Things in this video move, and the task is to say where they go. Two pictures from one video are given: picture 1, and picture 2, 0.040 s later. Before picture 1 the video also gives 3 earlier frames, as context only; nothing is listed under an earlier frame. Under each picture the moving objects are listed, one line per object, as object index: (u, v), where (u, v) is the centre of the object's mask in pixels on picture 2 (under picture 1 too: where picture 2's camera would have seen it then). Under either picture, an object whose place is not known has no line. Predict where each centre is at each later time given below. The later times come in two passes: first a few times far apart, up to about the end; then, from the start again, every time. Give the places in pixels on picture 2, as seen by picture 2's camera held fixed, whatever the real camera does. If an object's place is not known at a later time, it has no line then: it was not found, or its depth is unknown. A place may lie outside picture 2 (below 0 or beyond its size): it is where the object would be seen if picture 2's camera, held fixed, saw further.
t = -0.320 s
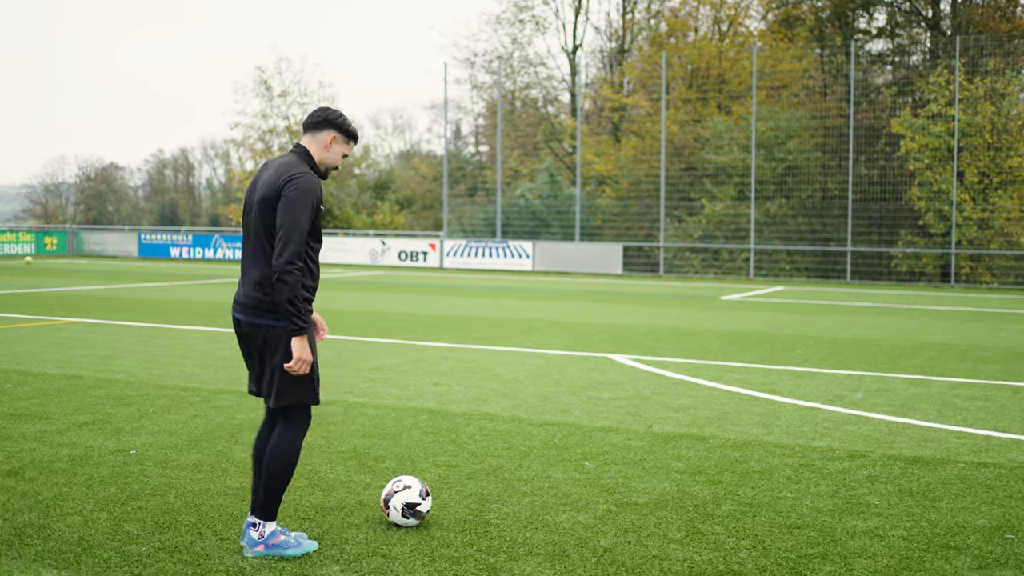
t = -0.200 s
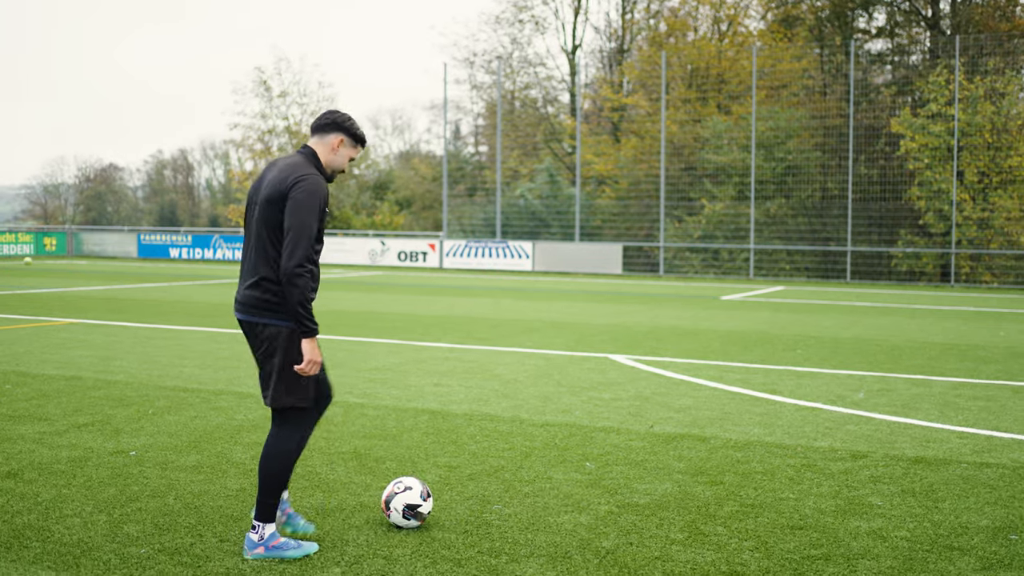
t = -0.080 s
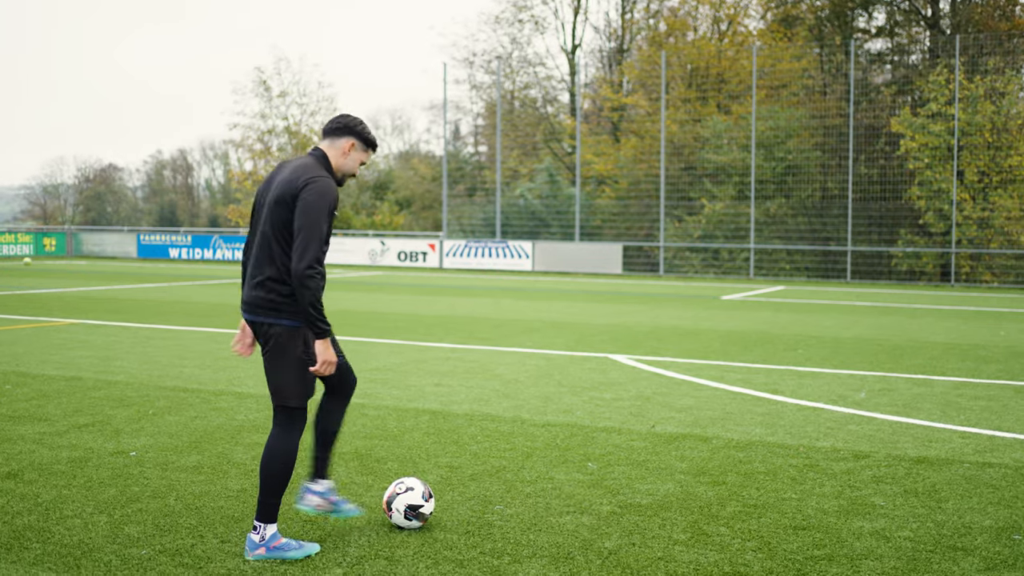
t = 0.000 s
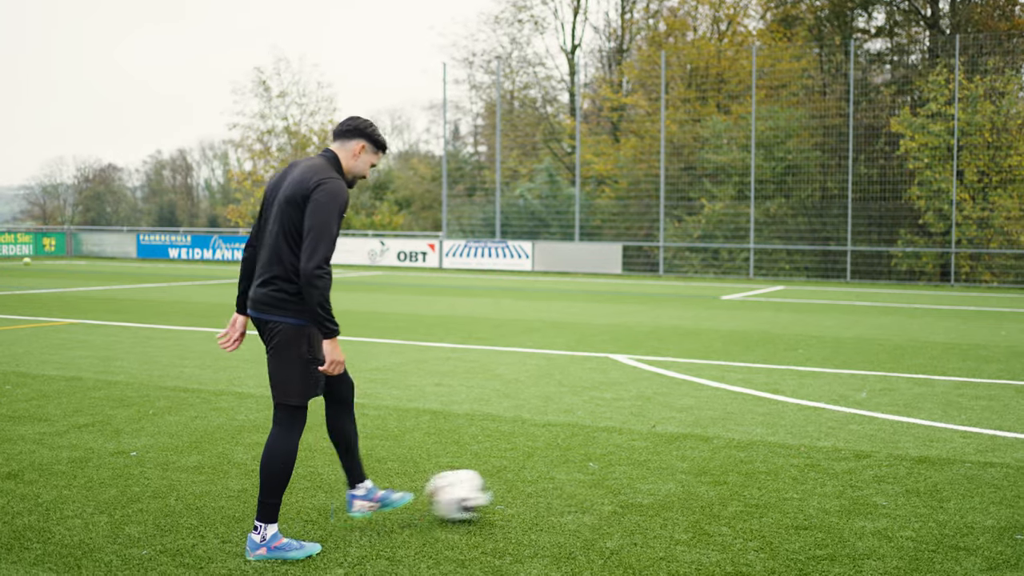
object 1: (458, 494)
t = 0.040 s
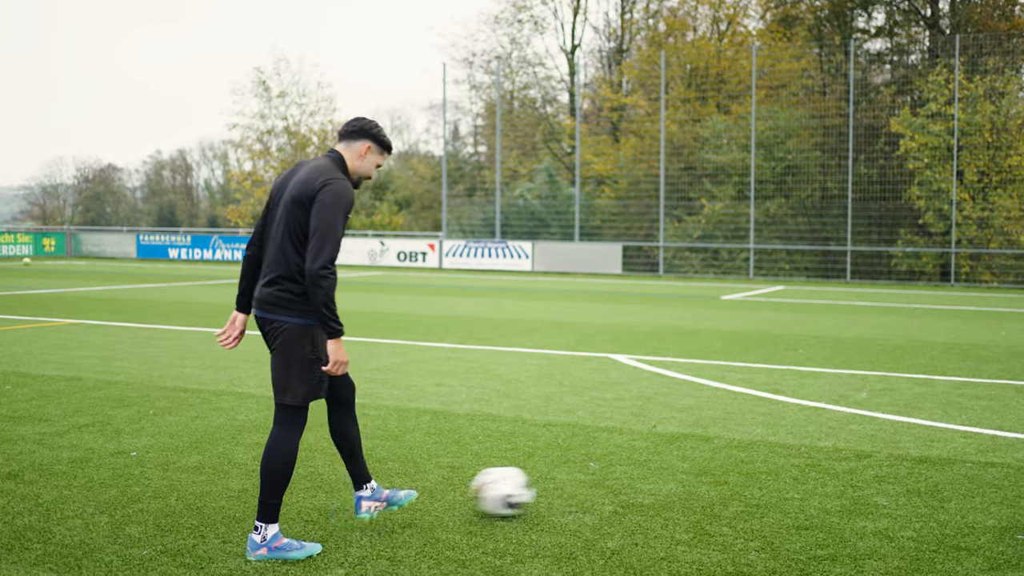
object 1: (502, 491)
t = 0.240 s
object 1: (683, 473)
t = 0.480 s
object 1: (837, 461)
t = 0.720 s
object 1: (950, 452)
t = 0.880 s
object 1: (1015, 450)
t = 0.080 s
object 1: (543, 488)
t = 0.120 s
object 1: (581, 484)
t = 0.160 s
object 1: (617, 480)
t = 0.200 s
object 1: (651, 476)
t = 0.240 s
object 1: (683, 473)
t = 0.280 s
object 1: (712, 471)
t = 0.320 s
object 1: (739, 468)
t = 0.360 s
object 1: (766, 466)
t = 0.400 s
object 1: (791, 464)
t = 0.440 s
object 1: (815, 462)
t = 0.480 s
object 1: (837, 461)
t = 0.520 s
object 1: (858, 459)
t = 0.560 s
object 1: (878, 457)
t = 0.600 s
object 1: (897, 457)
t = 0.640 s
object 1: (916, 456)
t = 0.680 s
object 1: (933, 453)
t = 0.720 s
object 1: (950, 452)
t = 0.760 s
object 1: (966, 453)
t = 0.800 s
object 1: (984, 451)
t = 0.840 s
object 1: (999, 452)
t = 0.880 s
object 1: (1015, 450)
